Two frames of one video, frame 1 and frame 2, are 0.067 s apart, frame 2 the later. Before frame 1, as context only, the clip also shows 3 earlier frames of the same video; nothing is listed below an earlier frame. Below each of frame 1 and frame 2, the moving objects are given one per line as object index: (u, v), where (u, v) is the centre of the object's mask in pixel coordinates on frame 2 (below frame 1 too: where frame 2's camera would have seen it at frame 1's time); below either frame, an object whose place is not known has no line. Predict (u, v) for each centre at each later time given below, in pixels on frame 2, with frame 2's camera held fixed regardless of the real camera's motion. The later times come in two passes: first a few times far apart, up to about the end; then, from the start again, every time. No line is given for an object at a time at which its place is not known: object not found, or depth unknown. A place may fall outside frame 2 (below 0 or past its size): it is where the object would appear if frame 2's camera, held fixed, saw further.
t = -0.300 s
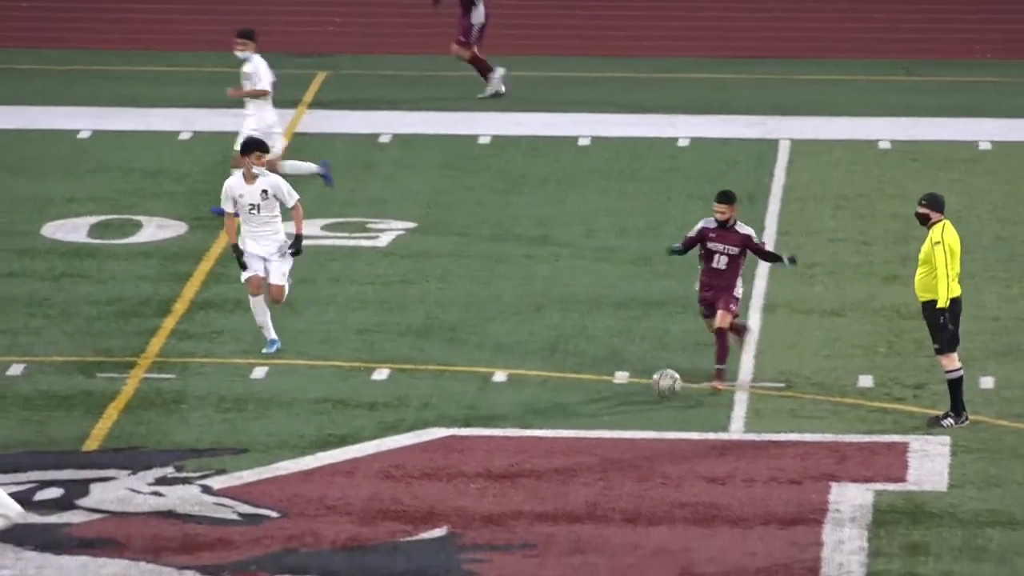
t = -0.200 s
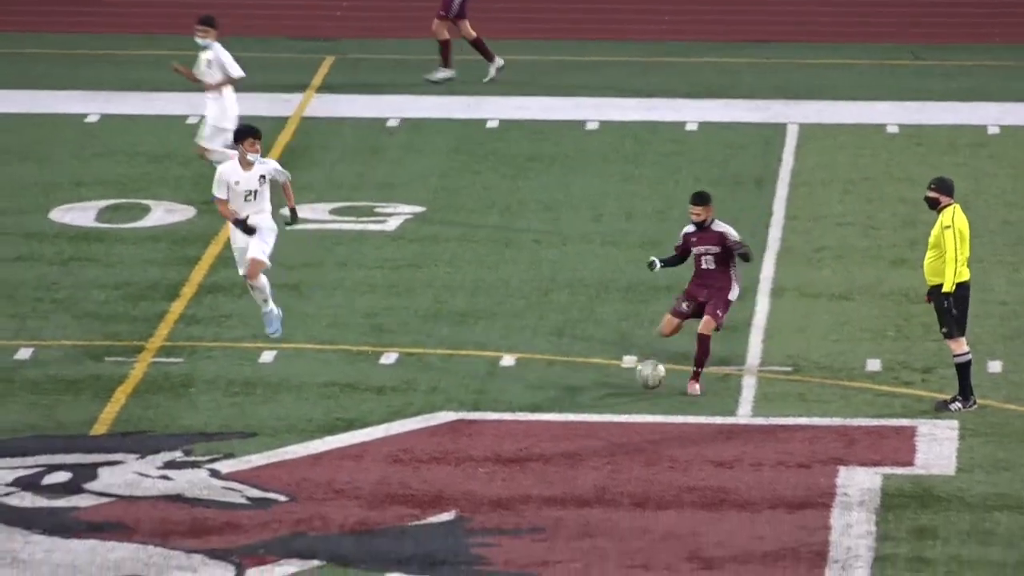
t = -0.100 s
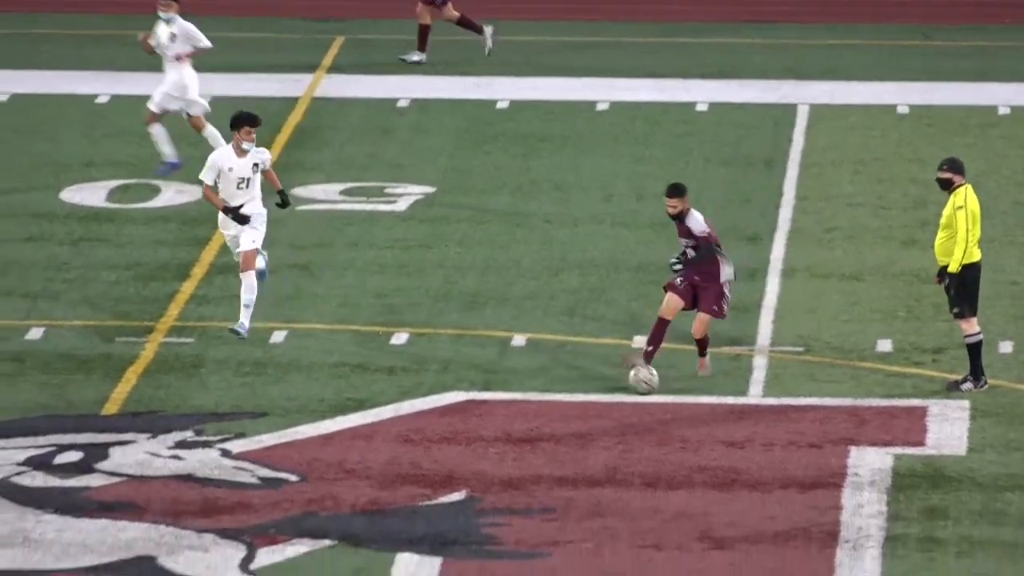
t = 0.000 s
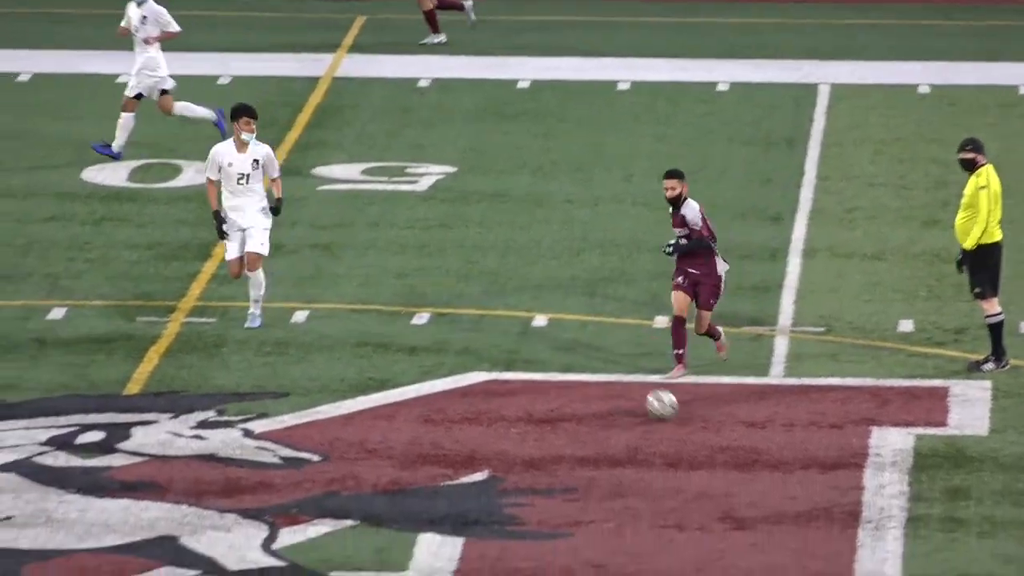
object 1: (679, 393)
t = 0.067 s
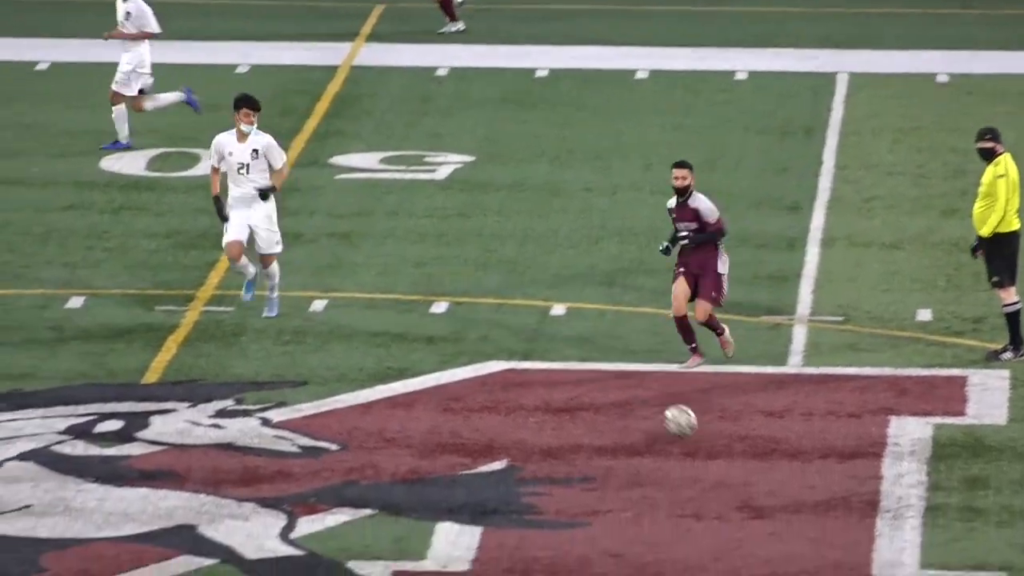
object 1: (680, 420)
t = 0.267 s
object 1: (691, 515)
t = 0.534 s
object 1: (721, 646)
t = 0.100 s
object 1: (680, 436)
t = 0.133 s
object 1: (682, 452)
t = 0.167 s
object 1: (684, 469)
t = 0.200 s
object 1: (686, 483)
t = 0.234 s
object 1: (689, 500)
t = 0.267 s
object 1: (691, 515)
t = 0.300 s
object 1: (694, 532)
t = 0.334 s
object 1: (697, 549)
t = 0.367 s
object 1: (700, 564)
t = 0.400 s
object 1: (704, 580)
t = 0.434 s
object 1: (708, 597)
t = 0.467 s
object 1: (711, 612)
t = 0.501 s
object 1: (716, 628)
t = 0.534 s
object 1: (721, 646)
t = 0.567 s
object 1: (724, 660)
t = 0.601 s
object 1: (727, 673)
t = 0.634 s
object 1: (731, 687)
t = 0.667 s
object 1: (736, 706)
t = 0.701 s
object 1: (740, 724)
